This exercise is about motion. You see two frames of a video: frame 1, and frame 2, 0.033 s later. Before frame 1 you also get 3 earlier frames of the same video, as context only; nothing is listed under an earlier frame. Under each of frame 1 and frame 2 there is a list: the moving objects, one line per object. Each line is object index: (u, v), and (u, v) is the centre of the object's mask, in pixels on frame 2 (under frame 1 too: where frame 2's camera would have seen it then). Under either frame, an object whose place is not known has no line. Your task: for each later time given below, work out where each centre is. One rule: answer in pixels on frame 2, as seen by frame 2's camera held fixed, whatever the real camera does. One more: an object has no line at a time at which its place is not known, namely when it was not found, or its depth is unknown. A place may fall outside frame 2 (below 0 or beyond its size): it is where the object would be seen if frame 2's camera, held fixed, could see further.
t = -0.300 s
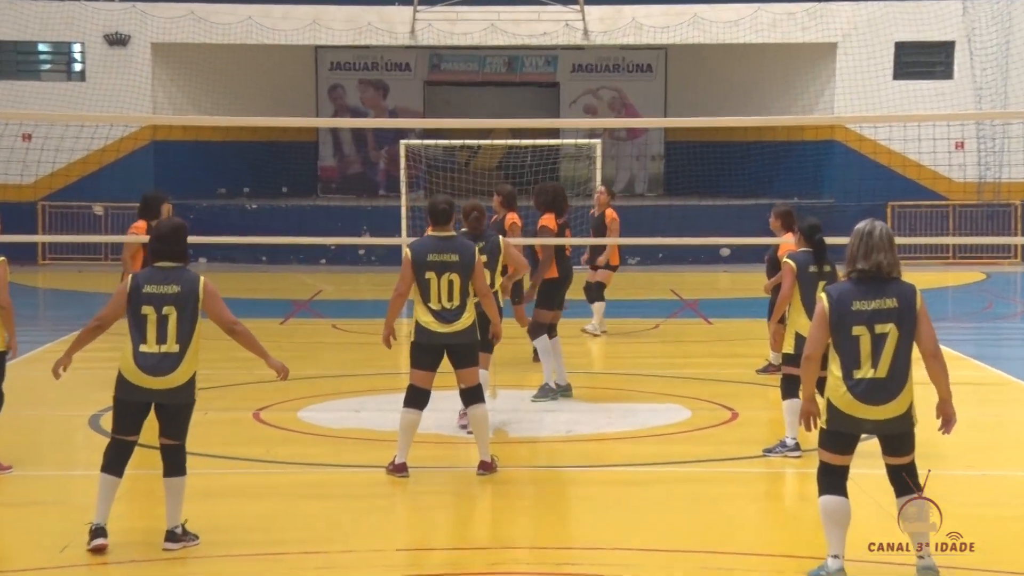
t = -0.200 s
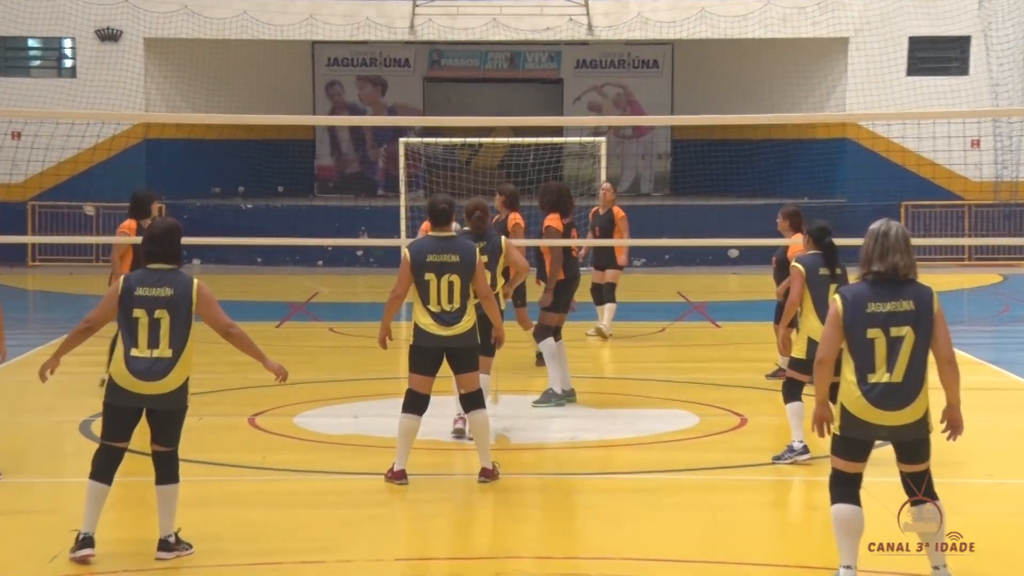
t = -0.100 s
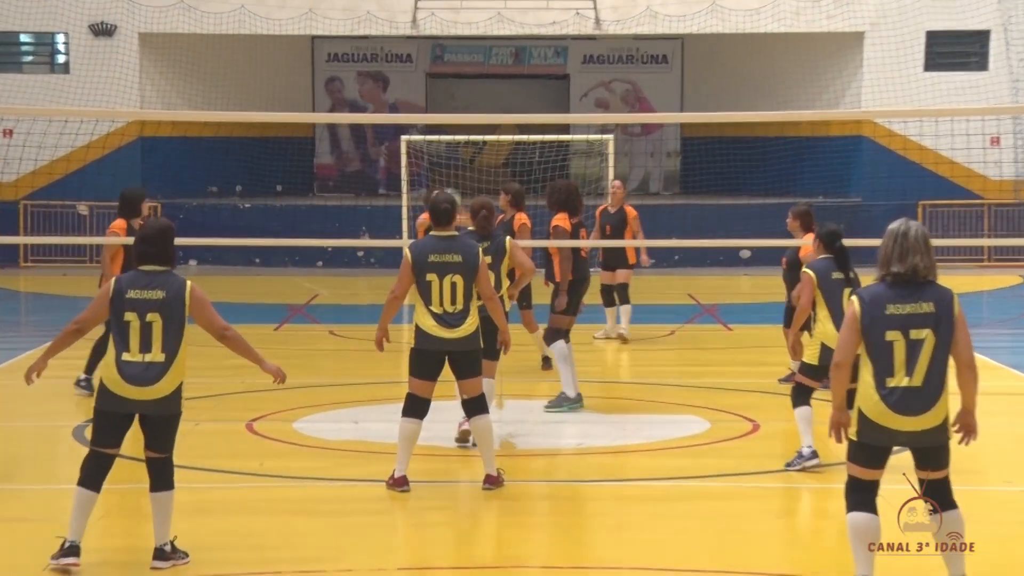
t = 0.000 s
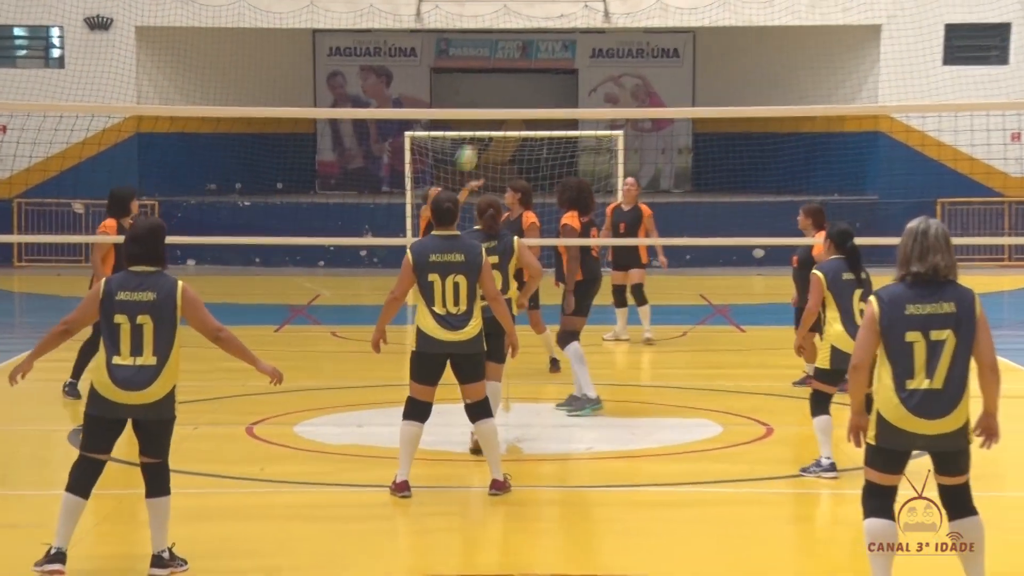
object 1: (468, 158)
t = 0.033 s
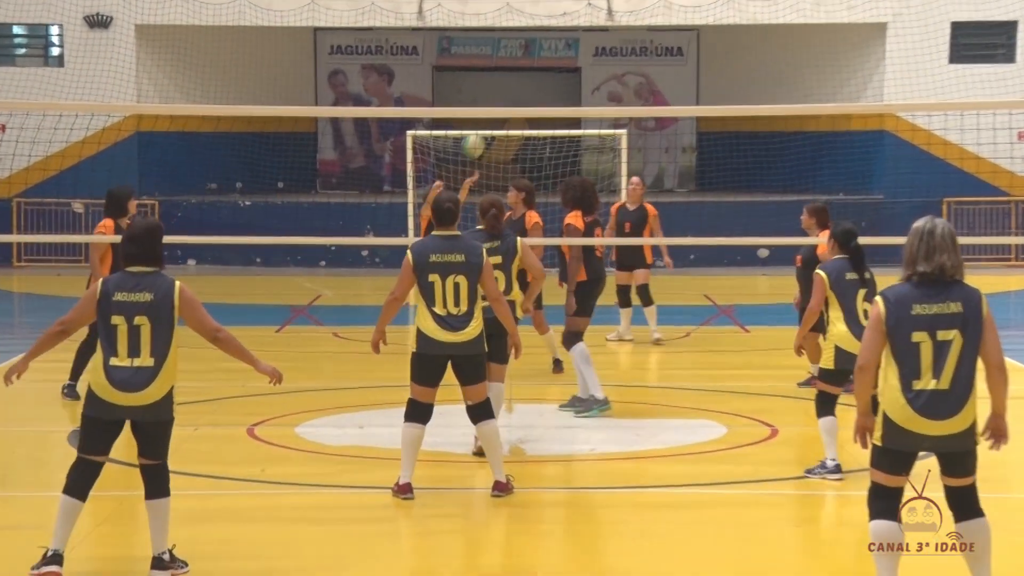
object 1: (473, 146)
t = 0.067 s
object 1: (478, 134)
